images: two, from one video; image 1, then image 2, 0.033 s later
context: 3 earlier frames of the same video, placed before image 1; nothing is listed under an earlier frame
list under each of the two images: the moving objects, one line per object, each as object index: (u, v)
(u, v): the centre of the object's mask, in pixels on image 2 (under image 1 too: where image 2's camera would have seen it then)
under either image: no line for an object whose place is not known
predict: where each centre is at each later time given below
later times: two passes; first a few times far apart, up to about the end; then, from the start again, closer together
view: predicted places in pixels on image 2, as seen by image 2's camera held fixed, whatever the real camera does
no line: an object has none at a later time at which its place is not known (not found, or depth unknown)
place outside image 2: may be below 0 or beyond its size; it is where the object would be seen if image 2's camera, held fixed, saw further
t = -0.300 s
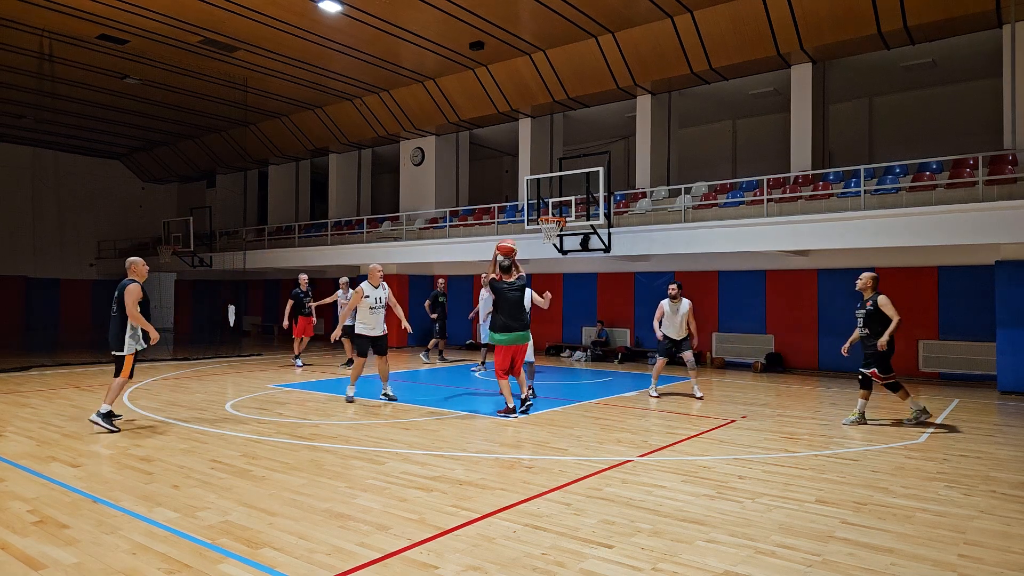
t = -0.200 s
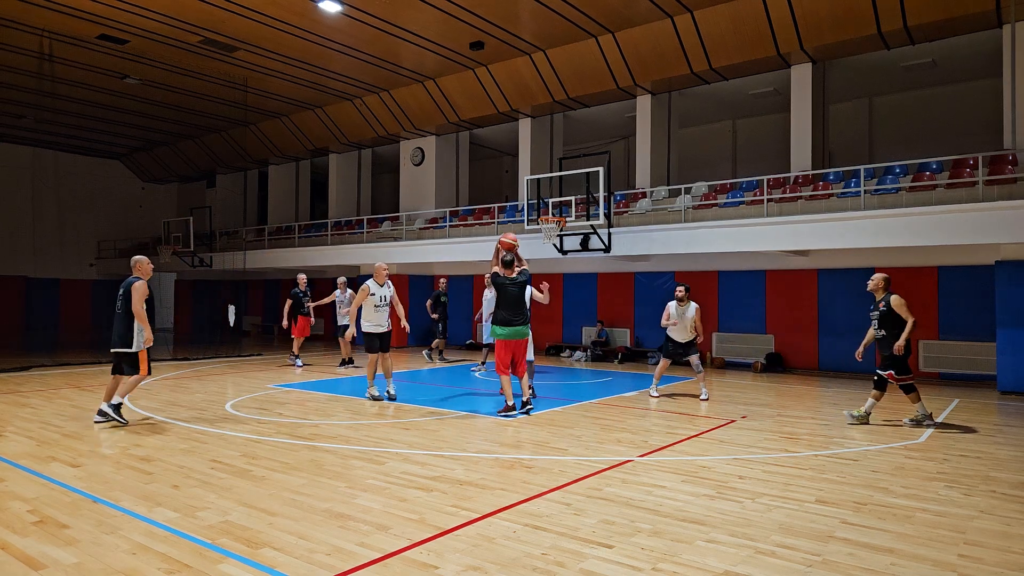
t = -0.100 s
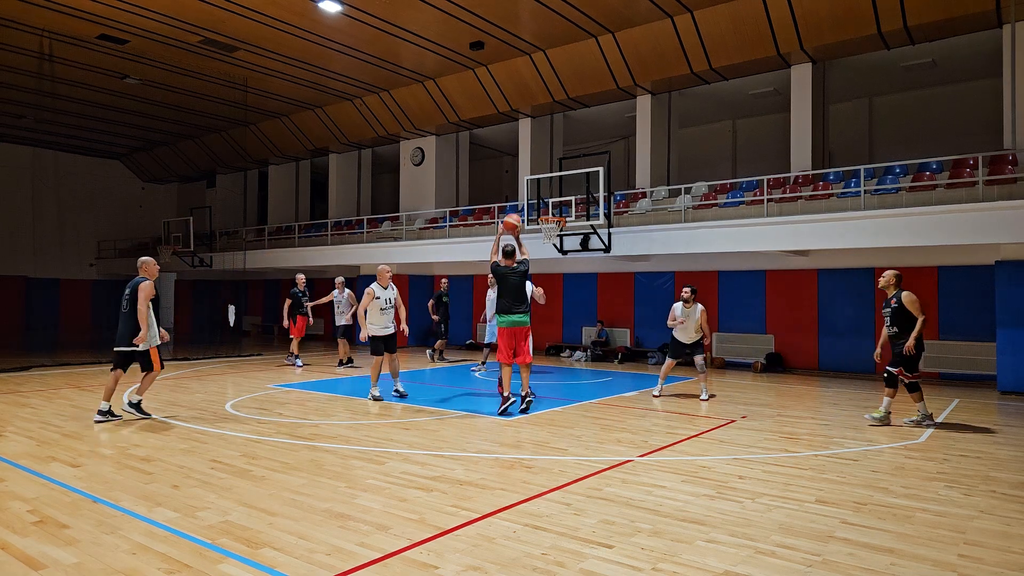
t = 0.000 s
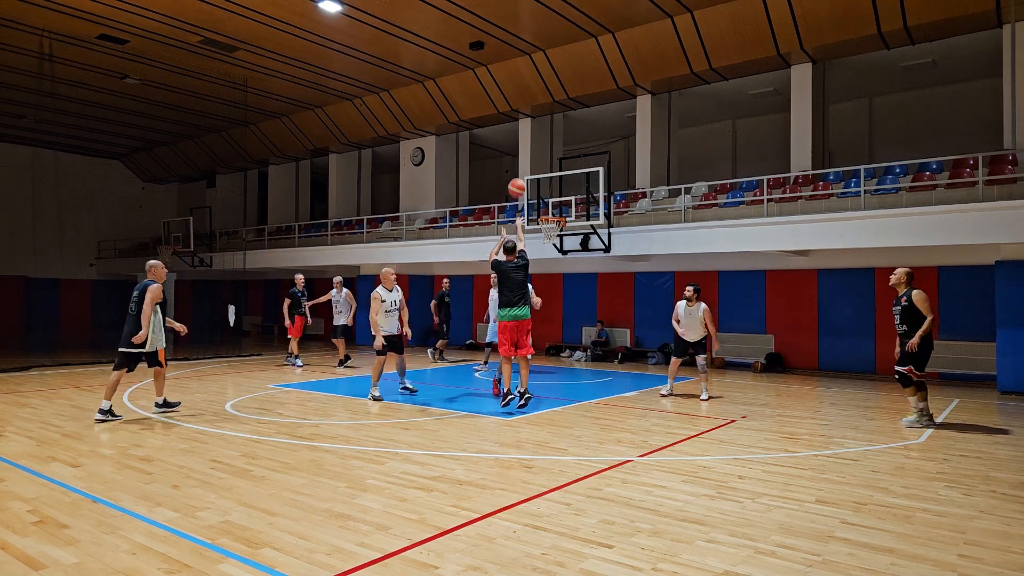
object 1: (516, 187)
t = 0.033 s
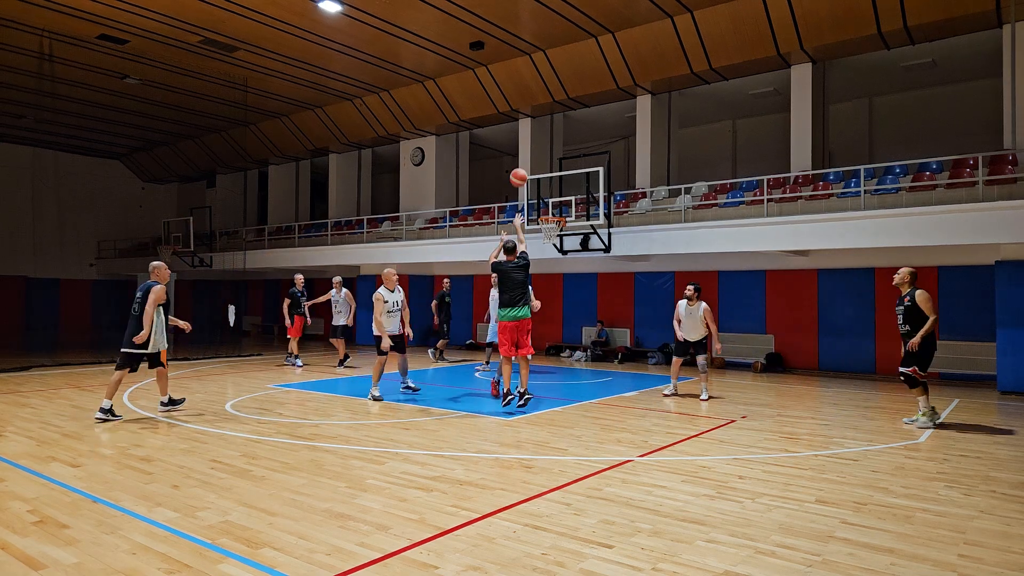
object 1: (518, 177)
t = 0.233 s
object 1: (528, 137)
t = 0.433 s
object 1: (534, 127)
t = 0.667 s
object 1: (541, 145)
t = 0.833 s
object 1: (544, 173)
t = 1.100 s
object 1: (556, 210)
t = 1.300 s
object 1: (578, 206)
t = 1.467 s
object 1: (599, 220)
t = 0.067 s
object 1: (520, 168)
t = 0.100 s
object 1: (522, 160)
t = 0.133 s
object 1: (523, 153)
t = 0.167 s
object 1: (525, 146)
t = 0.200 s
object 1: (526, 141)
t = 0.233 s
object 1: (528, 137)
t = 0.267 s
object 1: (529, 133)
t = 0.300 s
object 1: (530, 131)
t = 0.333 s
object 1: (531, 129)
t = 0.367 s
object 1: (532, 127)
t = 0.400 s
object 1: (533, 127)
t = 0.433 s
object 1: (534, 127)
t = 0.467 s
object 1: (535, 128)
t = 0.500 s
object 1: (536, 129)
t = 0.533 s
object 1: (537, 131)
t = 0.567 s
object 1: (538, 134)
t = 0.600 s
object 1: (538, 137)
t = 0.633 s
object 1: (539, 140)
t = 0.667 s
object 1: (541, 145)
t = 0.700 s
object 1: (541, 149)
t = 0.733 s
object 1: (542, 154)
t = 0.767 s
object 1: (543, 160)
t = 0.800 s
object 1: (544, 167)
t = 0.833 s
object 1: (544, 173)
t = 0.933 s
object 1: (546, 194)
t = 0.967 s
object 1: (547, 203)
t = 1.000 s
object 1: (548, 211)
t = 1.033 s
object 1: (547, 213)
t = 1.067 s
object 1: (552, 211)
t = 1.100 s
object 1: (556, 210)
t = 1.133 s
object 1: (559, 209)
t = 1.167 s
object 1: (563, 207)
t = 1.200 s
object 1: (567, 206)
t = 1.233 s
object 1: (571, 206)
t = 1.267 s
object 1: (574, 206)
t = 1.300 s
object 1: (578, 206)
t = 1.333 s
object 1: (582, 208)
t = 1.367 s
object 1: (586, 210)
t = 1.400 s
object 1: (590, 212)
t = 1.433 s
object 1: (594, 216)
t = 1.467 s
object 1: (599, 220)
